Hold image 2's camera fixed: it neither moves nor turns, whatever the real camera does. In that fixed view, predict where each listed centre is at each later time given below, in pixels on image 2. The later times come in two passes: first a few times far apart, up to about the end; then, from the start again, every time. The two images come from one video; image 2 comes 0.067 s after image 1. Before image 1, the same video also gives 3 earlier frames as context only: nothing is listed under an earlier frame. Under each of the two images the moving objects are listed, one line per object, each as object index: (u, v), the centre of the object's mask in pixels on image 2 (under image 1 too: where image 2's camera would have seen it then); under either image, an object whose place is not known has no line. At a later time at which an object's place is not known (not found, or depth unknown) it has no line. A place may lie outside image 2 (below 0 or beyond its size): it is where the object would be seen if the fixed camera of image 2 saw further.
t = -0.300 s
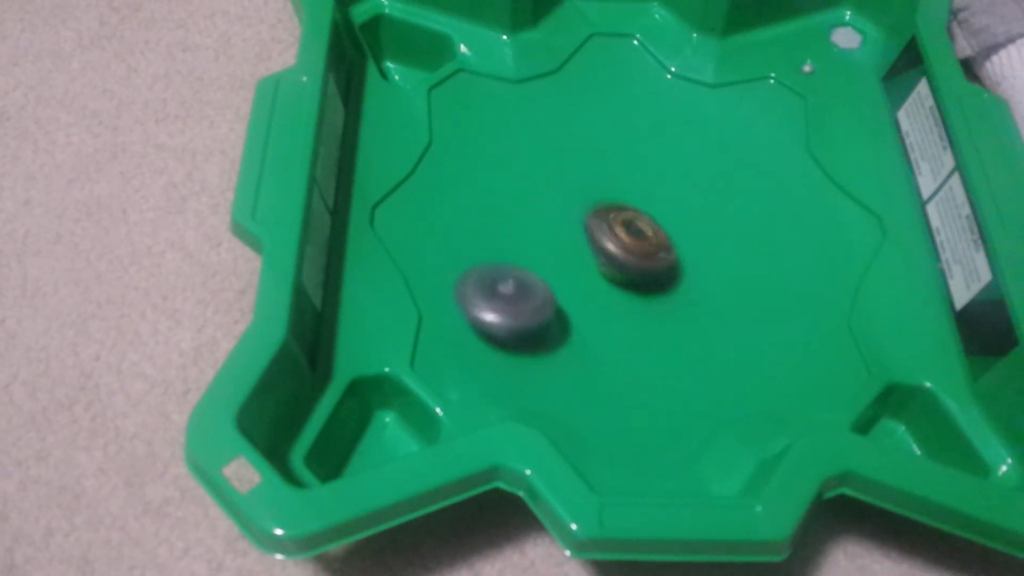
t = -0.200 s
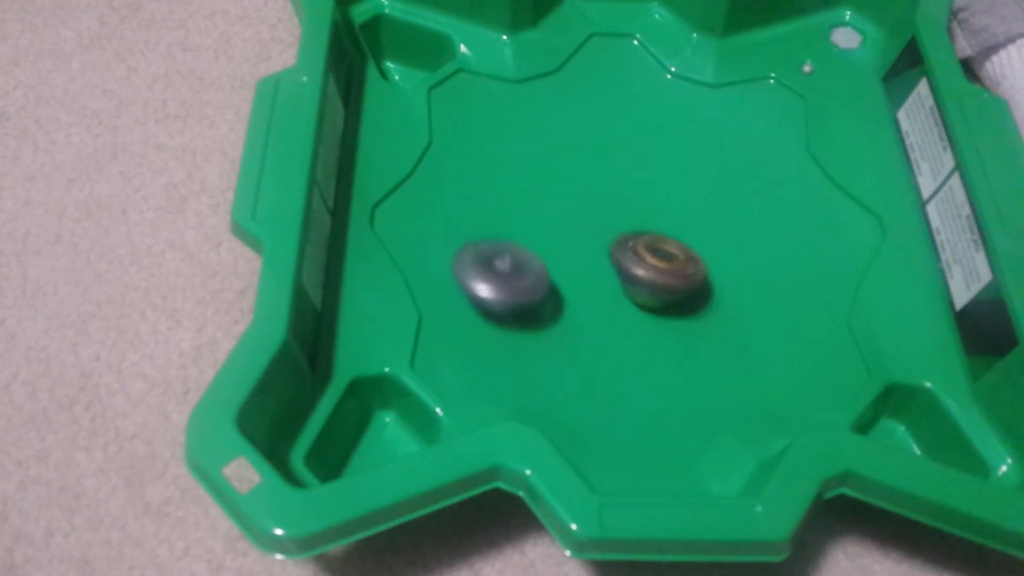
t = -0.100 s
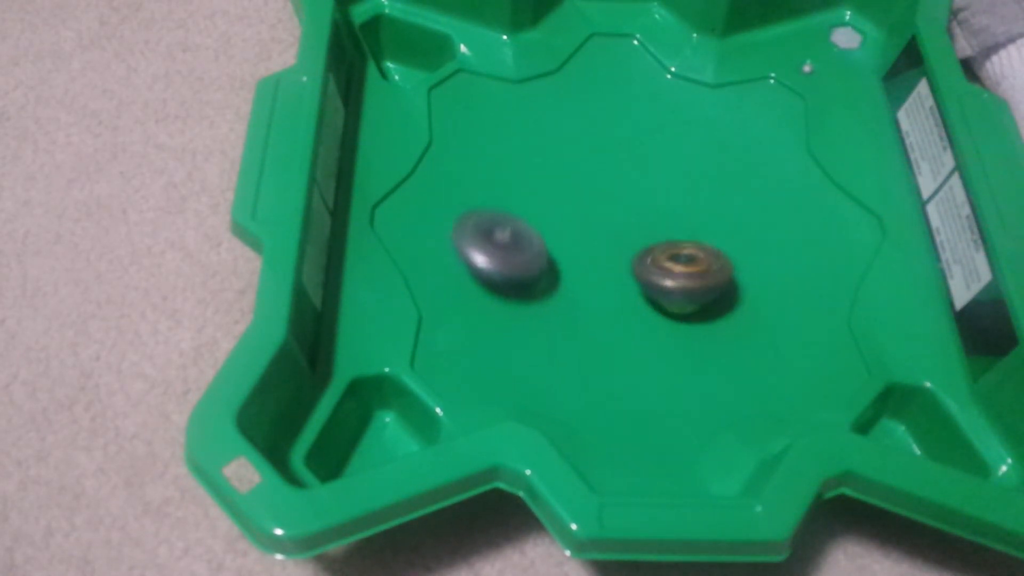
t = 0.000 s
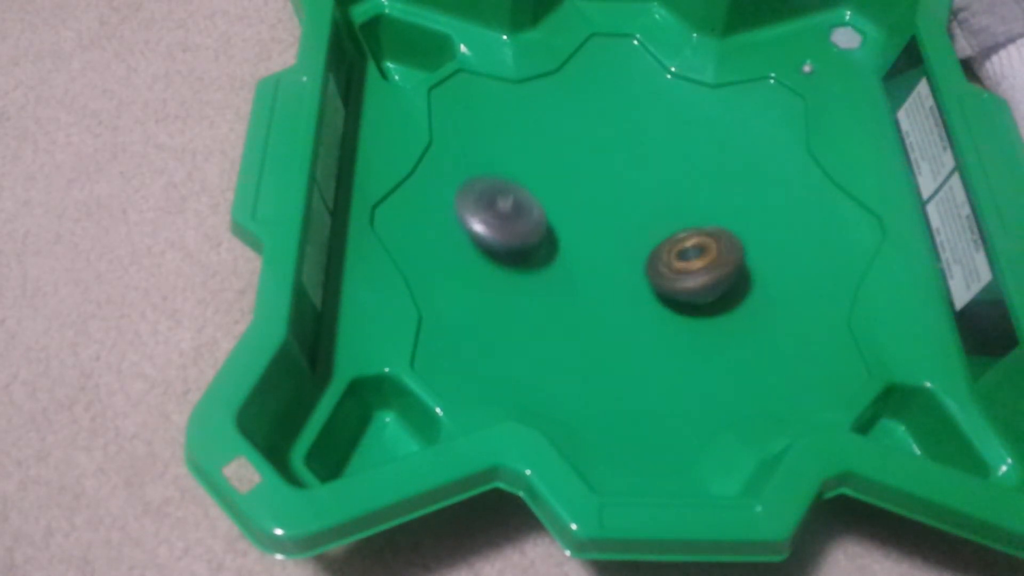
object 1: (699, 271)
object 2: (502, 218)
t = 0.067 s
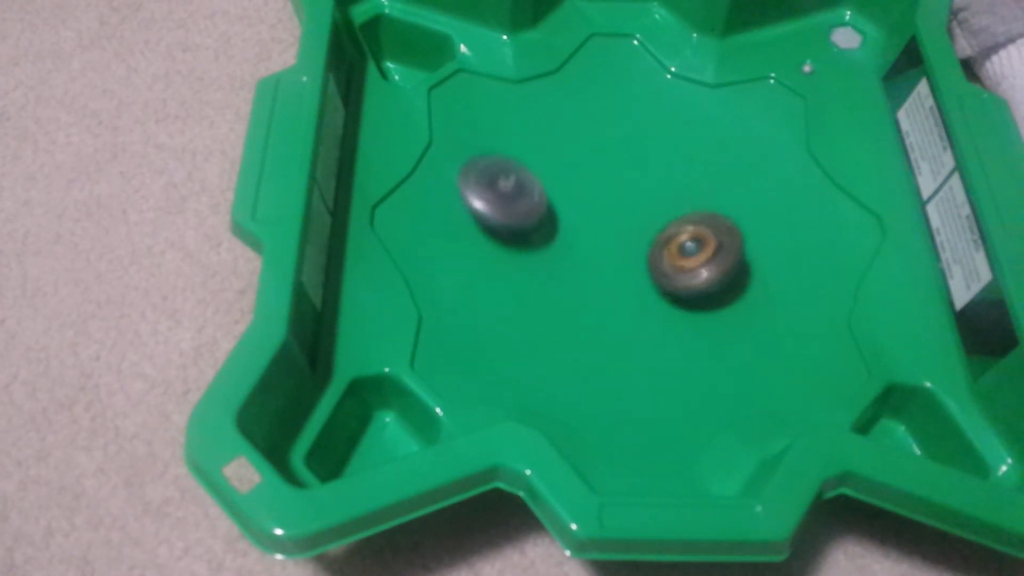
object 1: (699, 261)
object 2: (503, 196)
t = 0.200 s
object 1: (681, 236)
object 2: (509, 156)
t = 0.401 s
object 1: (622, 215)
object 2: (526, 108)
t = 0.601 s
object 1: (594, 234)
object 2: (555, 81)
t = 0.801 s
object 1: (617, 252)
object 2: (614, 94)
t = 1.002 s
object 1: (646, 234)
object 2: (695, 126)
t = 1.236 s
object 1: (629, 208)
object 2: (772, 166)
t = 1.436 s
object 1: (618, 223)
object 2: (801, 202)
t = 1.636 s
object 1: (641, 238)
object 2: (778, 255)
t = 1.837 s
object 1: (648, 223)
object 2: (726, 311)
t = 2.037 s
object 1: (634, 220)
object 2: (672, 346)
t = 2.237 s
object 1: (636, 236)
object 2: (623, 348)
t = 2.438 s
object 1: (646, 230)
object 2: (576, 303)
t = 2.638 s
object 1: (636, 225)
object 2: (532, 247)
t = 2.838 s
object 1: (638, 234)
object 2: (505, 202)
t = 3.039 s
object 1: (638, 230)
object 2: (526, 185)
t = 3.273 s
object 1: (636, 234)
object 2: (600, 153)
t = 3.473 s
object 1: (650, 252)
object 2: (639, 121)
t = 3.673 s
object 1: (645, 238)
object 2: (658, 138)
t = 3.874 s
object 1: (620, 241)
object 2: (706, 184)
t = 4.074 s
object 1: (623, 247)
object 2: (752, 214)
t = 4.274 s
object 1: (624, 224)
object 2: (732, 233)
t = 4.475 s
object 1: (597, 217)
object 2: (721, 287)
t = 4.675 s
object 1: (597, 227)
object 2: (723, 317)
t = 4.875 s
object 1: (607, 215)
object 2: (673, 296)
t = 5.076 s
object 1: (654, 147)
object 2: (559, 360)
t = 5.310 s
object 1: (680, 109)
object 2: (555, 325)
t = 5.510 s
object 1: (663, 177)
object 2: (586, 228)
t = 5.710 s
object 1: (699, 251)
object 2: (595, 161)
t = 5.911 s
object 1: (705, 258)
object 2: (653, 157)
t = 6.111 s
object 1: (652, 257)
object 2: (717, 188)
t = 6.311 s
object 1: (619, 276)
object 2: (717, 239)
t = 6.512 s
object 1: (607, 276)
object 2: (710, 252)
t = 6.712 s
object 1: (574, 238)
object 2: (691, 243)
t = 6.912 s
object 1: (562, 227)
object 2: (680, 209)
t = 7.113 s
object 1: (588, 229)
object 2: (662, 183)
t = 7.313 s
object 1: (618, 244)
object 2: (663, 160)
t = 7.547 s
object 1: (628, 240)
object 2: (660, 160)
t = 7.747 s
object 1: (621, 251)
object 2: (672, 180)
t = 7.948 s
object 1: (612, 258)
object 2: (686, 190)
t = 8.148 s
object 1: (618, 255)
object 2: (677, 204)
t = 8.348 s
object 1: (603, 264)
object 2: (699, 195)
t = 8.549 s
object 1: (608, 254)
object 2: (672, 197)
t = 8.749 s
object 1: (604, 256)
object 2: (663, 196)
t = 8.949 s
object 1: (606, 256)
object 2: (659, 195)
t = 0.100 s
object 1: (697, 255)
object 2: (504, 185)
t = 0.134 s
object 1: (693, 250)
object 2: (506, 175)
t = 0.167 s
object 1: (688, 242)
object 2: (507, 166)
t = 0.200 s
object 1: (681, 236)
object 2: (509, 156)
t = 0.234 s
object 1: (672, 230)
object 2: (511, 147)
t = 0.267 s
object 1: (662, 225)
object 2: (513, 139)
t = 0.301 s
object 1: (653, 221)
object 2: (516, 131)
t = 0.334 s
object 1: (642, 218)
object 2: (519, 123)
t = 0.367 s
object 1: (632, 216)
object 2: (522, 116)
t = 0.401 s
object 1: (622, 215)
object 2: (526, 108)
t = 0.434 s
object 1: (613, 216)
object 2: (529, 102)
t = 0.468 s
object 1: (606, 218)
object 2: (534, 94)
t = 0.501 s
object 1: (600, 221)
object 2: (538, 89)
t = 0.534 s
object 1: (596, 225)
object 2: (544, 87)
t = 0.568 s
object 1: (594, 229)
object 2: (549, 82)
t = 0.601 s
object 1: (594, 234)
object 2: (555, 81)
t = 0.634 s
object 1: (594, 239)
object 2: (562, 81)
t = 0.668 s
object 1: (597, 243)
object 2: (570, 81)
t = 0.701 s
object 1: (600, 247)
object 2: (579, 83)
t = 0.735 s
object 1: (605, 250)
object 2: (590, 87)
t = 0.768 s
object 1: (611, 252)
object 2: (601, 90)
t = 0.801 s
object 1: (617, 252)
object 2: (614, 94)
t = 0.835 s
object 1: (624, 252)
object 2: (627, 99)
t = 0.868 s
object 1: (630, 250)
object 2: (640, 103)
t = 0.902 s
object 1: (635, 247)
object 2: (654, 109)
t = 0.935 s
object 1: (639, 244)
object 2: (667, 113)
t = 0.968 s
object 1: (644, 239)
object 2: (681, 121)
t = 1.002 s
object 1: (646, 234)
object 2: (695, 126)
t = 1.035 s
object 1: (646, 230)
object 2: (707, 131)
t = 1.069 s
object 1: (646, 224)
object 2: (719, 136)
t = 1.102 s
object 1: (646, 218)
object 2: (733, 145)
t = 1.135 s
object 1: (641, 215)
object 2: (743, 150)
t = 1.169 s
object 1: (637, 213)
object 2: (753, 156)
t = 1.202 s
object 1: (634, 210)
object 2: (764, 162)
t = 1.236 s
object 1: (629, 208)
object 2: (772, 166)
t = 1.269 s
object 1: (625, 209)
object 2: (779, 172)
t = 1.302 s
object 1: (623, 211)
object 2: (786, 178)
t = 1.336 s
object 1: (620, 212)
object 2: (791, 183)
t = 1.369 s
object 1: (617, 215)
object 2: (796, 189)
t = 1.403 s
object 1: (617, 220)
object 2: (799, 196)
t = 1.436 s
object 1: (618, 223)
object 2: (801, 202)
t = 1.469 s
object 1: (619, 227)
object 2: (801, 210)
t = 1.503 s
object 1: (622, 231)
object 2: (799, 218)
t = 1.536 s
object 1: (626, 234)
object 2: (795, 227)
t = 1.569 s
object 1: (631, 236)
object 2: (791, 236)
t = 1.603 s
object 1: (636, 237)
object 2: (785, 246)
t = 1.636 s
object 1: (641, 238)
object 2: (778, 255)
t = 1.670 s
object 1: (644, 236)
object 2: (771, 265)
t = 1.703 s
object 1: (646, 234)
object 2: (763, 276)
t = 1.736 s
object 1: (649, 232)
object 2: (754, 285)
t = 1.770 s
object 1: (651, 229)
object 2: (746, 294)
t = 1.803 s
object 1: (650, 225)
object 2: (736, 303)
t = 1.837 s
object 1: (648, 223)
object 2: (726, 311)
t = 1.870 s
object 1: (646, 221)
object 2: (718, 318)
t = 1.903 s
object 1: (644, 218)
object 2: (708, 325)
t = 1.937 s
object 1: (641, 217)
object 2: (699, 331)
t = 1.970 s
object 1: (638, 217)
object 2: (690, 336)
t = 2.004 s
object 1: (636, 218)
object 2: (680, 342)
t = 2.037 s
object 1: (634, 220)
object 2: (672, 346)
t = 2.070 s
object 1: (631, 221)
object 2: (663, 349)
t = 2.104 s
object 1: (631, 224)
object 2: (654, 351)
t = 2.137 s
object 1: (632, 228)
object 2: (646, 352)
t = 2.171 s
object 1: (633, 231)
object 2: (638, 352)
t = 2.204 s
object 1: (634, 234)
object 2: (630, 351)
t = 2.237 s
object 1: (636, 236)
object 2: (623, 348)
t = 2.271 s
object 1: (639, 237)
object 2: (616, 343)
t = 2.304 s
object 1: (641, 237)
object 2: (608, 336)
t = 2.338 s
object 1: (643, 236)
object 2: (601, 329)
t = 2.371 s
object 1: (645, 235)
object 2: (593, 321)
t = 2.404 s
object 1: (647, 233)
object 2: (585, 312)
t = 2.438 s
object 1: (646, 230)
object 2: (576, 303)
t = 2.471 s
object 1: (643, 229)
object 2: (569, 293)
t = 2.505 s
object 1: (642, 227)
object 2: (561, 284)
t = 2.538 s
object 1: (641, 225)
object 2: (552, 275)
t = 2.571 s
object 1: (639, 224)
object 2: (545, 265)
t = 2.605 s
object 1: (637, 224)
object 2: (539, 256)
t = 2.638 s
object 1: (636, 225)
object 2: (532, 247)
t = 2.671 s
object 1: (635, 226)
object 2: (526, 238)
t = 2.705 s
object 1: (634, 228)
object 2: (520, 230)
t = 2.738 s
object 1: (633, 230)
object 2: (516, 222)
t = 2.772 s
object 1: (633, 232)
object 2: (512, 215)
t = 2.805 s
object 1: (635, 233)
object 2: (508, 208)
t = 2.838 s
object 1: (638, 234)
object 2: (505, 202)
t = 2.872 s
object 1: (640, 235)
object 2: (504, 198)
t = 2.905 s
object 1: (641, 236)
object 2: (504, 193)
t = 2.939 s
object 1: (643, 235)
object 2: (507, 191)
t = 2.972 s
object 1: (641, 234)
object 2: (512, 188)
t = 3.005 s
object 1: (638, 232)
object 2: (515, 182)
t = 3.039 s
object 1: (638, 230)
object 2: (526, 185)
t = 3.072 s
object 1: (638, 228)
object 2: (536, 183)
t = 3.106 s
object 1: (637, 226)
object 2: (545, 179)
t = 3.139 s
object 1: (636, 226)
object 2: (555, 174)
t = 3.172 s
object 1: (634, 227)
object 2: (565, 165)
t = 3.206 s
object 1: (634, 229)
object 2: (576, 162)
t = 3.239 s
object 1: (636, 230)
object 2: (587, 157)
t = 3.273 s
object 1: (636, 234)
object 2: (600, 153)
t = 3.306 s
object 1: (636, 239)
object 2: (609, 148)
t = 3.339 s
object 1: (639, 245)
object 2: (615, 140)
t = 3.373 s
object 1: (642, 249)
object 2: (622, 134)
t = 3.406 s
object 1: (645, 252)
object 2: (629, 129)
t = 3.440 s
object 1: (648, 253)
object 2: (634, 124)
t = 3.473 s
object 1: (650, 252)
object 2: (639, 121)
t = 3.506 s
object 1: (651, 249)
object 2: (643, 119)
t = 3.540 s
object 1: (656, 246)
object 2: (646, 120)
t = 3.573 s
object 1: (657, 243)
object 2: (648, 123)
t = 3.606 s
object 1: (654, 241)
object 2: (652, 127)
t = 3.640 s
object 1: (650, 240)
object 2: (655, 133)
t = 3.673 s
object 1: (645, 238)
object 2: (658, 138)
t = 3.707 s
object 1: (642, 233)
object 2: (663, 145)
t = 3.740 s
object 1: (638, 231)
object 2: (671, 154)
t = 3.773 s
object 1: (632, 232)
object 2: (681, 162)
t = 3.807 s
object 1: (627, 235)
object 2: (689, 172)
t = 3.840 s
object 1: (624, 238)
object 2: (697, 177)
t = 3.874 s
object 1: (620, 241)
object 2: (706, 184)
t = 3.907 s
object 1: (619, 245)
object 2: (717, 193)
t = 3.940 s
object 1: (620, 248)
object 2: (726, 199)
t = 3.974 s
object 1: (620, 251)
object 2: (734, 203)
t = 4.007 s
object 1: (621, 251)
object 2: (742, 207)
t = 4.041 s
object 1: (623, 250)
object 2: (748, 211)
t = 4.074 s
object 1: (623, 247)
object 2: (752, 214)
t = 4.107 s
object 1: (624, 243)
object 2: (754, 216)
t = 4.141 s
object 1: (623, 240)
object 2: (753, 219)
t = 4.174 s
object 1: (623, 236)
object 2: (751, 221)
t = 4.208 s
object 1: (623, 231)
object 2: (746, 225)
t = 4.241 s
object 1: (625, 226)
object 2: (740, 228)
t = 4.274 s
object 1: (624, 224)
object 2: (732, 233)
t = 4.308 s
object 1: (622, 224)
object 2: (724, 239)
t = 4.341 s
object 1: (619, 223)
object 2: (717, 248)
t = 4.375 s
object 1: (615, 220)
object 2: (717, 260)
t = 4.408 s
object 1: (610, 218)
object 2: (718, 270)
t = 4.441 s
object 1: (602, 216)
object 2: (719, 279)
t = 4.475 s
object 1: (597, 217)
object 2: (721, 287)
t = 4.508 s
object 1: (594, 221)
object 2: (722, 295)
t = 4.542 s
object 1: (595, 224)
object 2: (723, 301)
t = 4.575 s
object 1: (597, 225)
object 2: (724, 307)
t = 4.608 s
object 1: (598, 225)
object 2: (725, 312)
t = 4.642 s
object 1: (597, 226)
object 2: (724, 316)
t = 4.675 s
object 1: (597, 227)
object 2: (723, 317)
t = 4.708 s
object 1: (598, 226)
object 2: (720, 316)
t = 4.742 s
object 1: (599, 225)
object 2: (716, 314)
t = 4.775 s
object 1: (598, 223)
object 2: (708, 310)
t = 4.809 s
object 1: (600, 220)
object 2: (698, 306)
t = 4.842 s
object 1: (603, 218)
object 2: (686, 301)
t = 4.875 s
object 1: (607, 215)
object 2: (673, 296)
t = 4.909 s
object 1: (609, 211)
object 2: (659, 291)
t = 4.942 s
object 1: (610, 209)
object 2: (645, 288)
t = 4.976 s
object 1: (619, 206)
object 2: (628, 291)
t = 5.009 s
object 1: (625, 190)
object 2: (599, 321)
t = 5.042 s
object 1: (639, 169)
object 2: (576, 344)
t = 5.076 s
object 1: (654, 147)
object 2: (559, 360)
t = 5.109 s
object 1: (666, 129)
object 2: (547, 371)
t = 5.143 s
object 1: (670, 120)
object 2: (540, 375)
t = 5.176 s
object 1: (673, 110)
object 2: (539, 371)
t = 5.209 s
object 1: (679, 106)
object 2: (541, 363)
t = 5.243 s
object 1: (682, 103)
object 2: (545, 352)
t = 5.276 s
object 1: (681, 104)
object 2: (547, 337)
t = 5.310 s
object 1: (680, 109)
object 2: (555, 325)
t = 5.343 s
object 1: (678, 116)
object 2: (560, 309)
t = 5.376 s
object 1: (675, 125)
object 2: (566, 293)
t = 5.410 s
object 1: (671, 136)
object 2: (571, 277)
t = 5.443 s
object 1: (667, 148)
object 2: (576, 260)
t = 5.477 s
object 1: (664, 162)
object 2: (581, 243)
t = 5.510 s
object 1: (663, 177)
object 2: (586, 228)
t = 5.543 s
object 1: (662, 193)
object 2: (591, 214)
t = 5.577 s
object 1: (666, 207)
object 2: (590, 200)
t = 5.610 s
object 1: (674, 221)
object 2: (586, 187)
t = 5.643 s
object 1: (684, 235)
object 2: (587, 176)
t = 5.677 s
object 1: (691, 244)
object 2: (590, 167)
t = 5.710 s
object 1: (699, 251)
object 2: (595, 161)
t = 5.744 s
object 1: (705, 256)
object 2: (602, 155)
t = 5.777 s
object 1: (709, 260)
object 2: (610, 153)
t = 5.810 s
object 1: (713, 261)
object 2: (620, 151)
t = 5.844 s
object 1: (714, 260)
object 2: (631, 151)
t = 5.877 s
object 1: (710, 259)
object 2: (641, 153)
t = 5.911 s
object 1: (705, 258)
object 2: (653, 157)
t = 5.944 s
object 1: (699, 256)
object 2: (664, 161)
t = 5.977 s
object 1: (695, 254)
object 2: (674, 164)
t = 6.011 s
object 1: (688, 251)
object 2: (685, 169)
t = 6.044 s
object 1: (679, 249)
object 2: (697, 173)
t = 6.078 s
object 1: (666, 252)
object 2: (708, 181)
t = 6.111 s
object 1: (652, 257)
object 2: (717, 188)
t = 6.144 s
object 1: (642, 262)
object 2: (723, 193)
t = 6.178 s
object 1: (634, 265)
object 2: (727, 200)
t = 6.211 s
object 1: (625, 268)
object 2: (728, 209)
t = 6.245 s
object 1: (620, 272)
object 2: (727, 219)
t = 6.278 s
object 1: (618, 275)
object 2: (723, 228)
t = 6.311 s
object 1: (619, 276)
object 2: (717, 239)
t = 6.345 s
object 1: (622, 278)
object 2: (710, 247)
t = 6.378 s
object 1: (615, 282)
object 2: (712, 249)
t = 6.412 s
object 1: (611, 280)
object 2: (718, 251)
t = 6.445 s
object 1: (609, 281)
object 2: (719, 251)
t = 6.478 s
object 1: (609, 279)
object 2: (716, 252)
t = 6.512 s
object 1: (607, 276)
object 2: (710, 252)
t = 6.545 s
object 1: (606, 271)
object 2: (700, 251)
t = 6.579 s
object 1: (605, 266)
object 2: (690, 250)
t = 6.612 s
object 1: (599, 260)
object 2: (688, 249)
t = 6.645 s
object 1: (590, 252)
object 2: (690, 250)
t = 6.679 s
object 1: (583, 244)
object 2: (693, 248)
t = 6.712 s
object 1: (574, 238)
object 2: (691, 243)
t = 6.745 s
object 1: (567, 232)
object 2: (691, 237)
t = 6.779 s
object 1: (562, 229)
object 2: (690, 231)
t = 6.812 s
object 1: (560, 227)
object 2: (688, 226)
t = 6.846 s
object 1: (560, 226)
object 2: (686, 220)
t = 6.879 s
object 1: (560, 226)
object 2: (683, 214)
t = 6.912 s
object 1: (562, 227)
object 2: (680, 209)
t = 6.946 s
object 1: (566, 229)
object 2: (676, 204)
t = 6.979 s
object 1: (571, 229)
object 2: (672, 200)
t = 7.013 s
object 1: (577, 229)
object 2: (667, 195)
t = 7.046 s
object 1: (582, 229)
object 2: (662, 191)
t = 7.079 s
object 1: (584, 229)
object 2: (662, 186)
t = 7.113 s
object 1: (588, 229)
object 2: (662, 183)
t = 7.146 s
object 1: (594, 229)
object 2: (662, 178)
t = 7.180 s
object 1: (599, 229)
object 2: (660, 174)
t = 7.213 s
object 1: (603, 232)
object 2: (661, 169)
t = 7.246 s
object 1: (608, 236)
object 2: (659, 162)
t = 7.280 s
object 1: (611, 242)
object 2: (662, 163)
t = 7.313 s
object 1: (618, 244)
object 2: (663, 160)
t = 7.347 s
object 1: (623, 245)
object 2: (663, 158)
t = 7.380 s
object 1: (625, 244)
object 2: (660, 153)
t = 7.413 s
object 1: (628, 243)
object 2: (662, 158)
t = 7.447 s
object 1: (629, 240)
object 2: (658, 155)
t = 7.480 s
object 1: (631, 237)
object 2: (658, 157)
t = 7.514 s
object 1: (631, 237)
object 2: (657, 159)
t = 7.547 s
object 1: (628, 240)
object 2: (660, 160)
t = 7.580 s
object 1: (627, 242)
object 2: (662, 162)
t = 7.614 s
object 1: (625, 245)
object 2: (665, 170)
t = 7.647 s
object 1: (621, 246)
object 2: (668, 169)
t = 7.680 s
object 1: (619, 249)
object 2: (671, 174)
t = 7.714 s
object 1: (619, 250)
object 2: (671, 178)
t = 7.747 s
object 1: (621, 251)
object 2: (672, 180)
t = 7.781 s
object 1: (621, 252)
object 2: (673, 186)
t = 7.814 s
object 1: (619, 255)
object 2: (676, 186)
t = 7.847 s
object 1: (615, 257)
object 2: (681, 188)
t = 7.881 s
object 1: (612, 257)
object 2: (684, 187)
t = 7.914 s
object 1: (611, 258)
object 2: (686, 187)
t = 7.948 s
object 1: (612, 258)
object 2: (686, 190)
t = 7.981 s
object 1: (614, 258)
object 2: (687, 190)
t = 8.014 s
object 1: (618, 257)
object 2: (685, 194)
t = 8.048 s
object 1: (620, 255)
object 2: (684, 194)
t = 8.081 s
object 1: (618, 255)
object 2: (683, 199)
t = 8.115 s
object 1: (618, 255)
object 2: (680, 202)
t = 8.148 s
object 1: (618, 255)
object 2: (677, 204)
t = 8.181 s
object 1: (613, 259)
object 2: (684, 202)
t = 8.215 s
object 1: (607, 262)
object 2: (694, 197)
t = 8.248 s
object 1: (604, 265)
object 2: (698, 198)
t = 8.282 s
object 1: (603, 265)
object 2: (697, 196)
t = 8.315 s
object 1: (603, 264)
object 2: (698, 196)
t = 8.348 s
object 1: (603, 264)
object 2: (699, 195)
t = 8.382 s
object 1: (604, 263)
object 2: (695, 196)
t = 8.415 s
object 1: (604, 261)
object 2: (691, 194)
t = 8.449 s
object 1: (605, 259)
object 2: (690, 200)
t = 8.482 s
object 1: (606, 257)
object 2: (685, 197)
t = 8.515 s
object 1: (607, 256)
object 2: (677, 194)
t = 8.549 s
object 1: (608, 254)
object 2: (672, 197)
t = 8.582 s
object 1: (608, 253)
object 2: (669, 195)
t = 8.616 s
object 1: (608, 254)
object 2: (670, 201)
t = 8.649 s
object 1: (608, 254)
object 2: (663, 197)
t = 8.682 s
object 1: (605, 256)
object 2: (661, 195)
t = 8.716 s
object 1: (603, 256)
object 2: (663, 196)
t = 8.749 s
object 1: (604, 256)
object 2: (663, 196)
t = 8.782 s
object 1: (605, 256)
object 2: (663, 199)
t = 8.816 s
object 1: (605, 257)
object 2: (661, 198)
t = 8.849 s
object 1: (605, 257)
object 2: (658, 195)
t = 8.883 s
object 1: (604, 256)
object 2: (658, 194)
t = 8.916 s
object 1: (604, 256)
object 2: (658, 193)
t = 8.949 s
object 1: (606, 256)
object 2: (659, 195)
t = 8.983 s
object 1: (604, 257)
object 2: (657, 197)
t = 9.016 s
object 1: (600, 257)
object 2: (657, 197)
